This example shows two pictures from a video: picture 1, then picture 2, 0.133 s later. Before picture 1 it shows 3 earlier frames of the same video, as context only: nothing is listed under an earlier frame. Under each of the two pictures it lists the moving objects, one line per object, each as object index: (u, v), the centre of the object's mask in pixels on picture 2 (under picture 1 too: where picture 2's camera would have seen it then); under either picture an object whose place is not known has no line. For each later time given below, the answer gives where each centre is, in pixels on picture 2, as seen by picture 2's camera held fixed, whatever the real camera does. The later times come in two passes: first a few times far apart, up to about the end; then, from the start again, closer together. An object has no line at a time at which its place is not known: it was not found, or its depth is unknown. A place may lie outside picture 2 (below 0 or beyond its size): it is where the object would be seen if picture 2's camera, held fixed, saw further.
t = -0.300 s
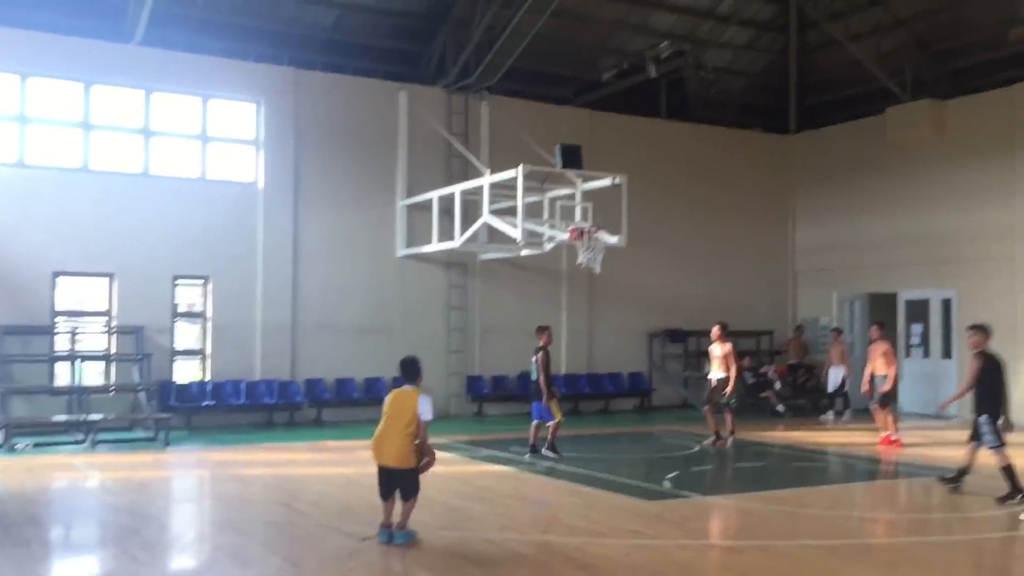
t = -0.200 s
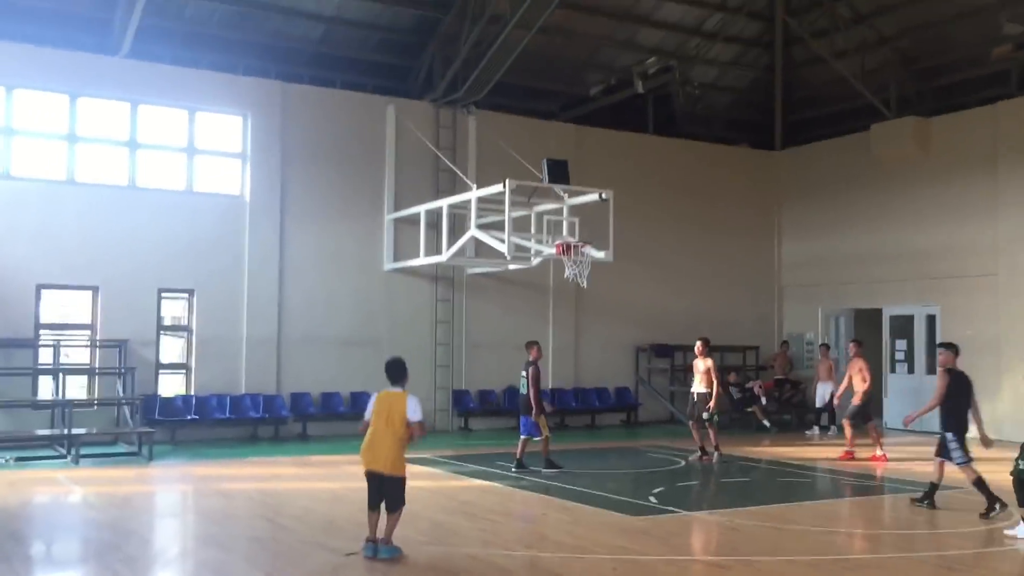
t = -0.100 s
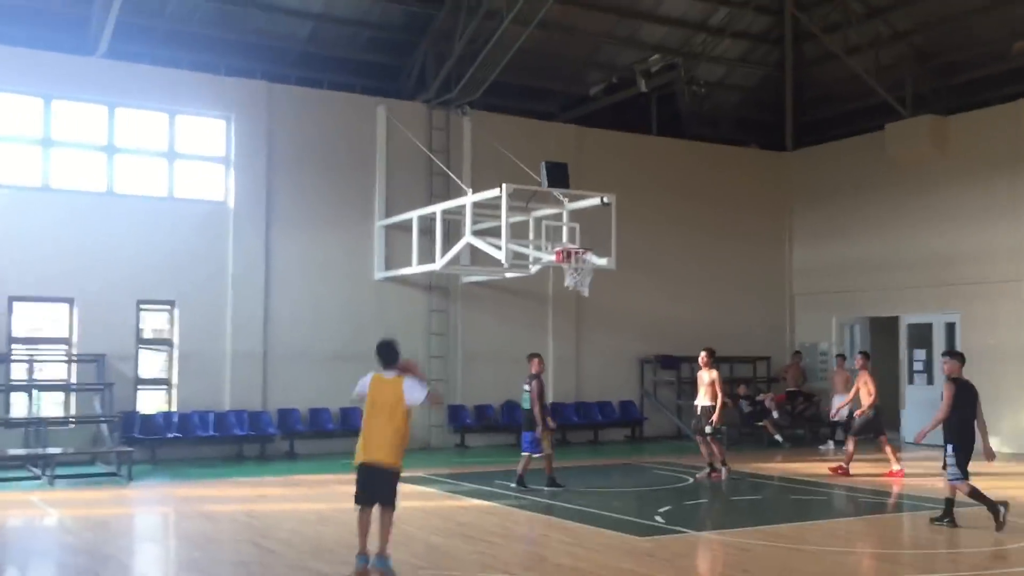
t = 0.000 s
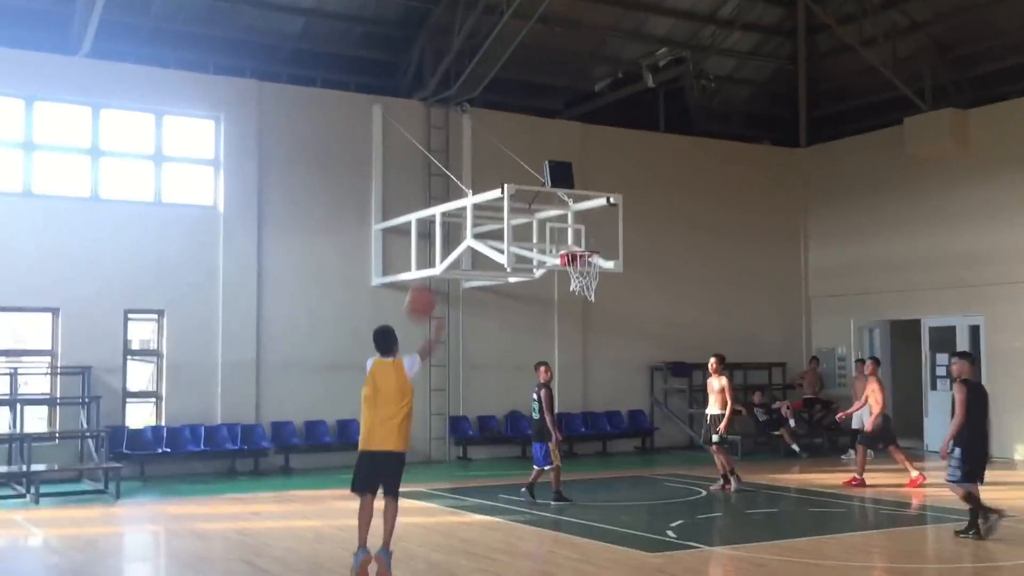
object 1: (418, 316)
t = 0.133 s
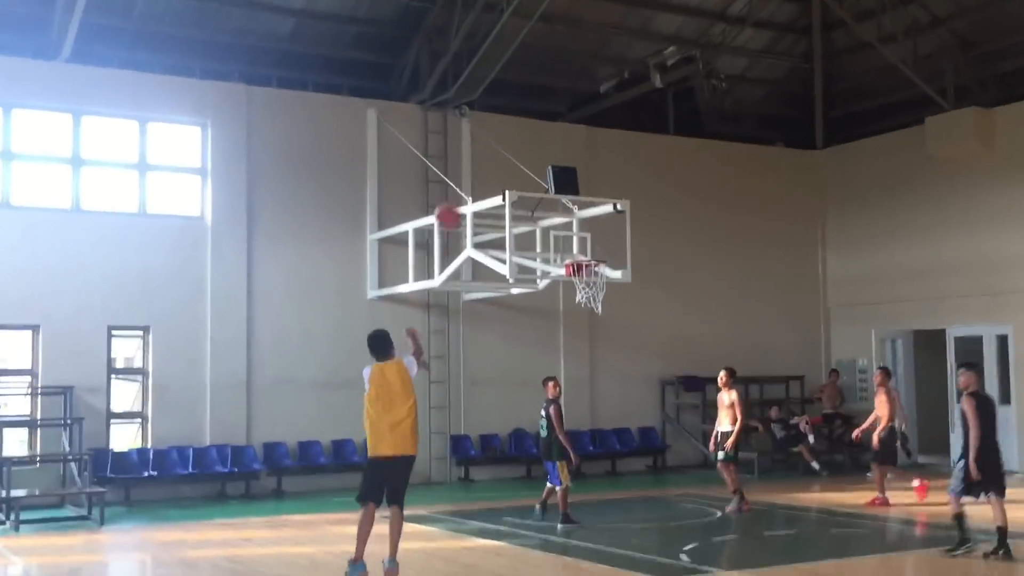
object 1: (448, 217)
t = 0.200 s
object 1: (461, 180)
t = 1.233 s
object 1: (588, 247)
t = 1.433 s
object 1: (617, 223)
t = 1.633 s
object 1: (658, 215)
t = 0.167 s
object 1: (454, 197)
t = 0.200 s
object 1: (461, 180)
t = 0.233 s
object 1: (467, 164)
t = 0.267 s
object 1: (473, 151)
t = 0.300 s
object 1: (479, 139)
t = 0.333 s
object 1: (485, 129)
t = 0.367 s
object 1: (491, 120)
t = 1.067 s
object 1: (573, 184)
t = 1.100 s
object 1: (575, 195)
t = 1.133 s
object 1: (578, 207)
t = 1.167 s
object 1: (581, 221)
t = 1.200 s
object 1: (585, 234)
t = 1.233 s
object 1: (588, 247)
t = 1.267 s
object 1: (589, 252)
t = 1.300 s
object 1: (593, 246)
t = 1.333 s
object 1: (600, 239)
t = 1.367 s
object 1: (606, 234)
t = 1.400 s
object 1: (613, 228)
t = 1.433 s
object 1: (617, 223)
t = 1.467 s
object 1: (624, 221)
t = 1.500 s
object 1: (631, 218)
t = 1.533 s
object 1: (638, 215)
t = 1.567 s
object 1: (644, 215)
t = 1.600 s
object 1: (651, 215)
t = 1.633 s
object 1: (658, 215)
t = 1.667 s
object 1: (664, 217)
